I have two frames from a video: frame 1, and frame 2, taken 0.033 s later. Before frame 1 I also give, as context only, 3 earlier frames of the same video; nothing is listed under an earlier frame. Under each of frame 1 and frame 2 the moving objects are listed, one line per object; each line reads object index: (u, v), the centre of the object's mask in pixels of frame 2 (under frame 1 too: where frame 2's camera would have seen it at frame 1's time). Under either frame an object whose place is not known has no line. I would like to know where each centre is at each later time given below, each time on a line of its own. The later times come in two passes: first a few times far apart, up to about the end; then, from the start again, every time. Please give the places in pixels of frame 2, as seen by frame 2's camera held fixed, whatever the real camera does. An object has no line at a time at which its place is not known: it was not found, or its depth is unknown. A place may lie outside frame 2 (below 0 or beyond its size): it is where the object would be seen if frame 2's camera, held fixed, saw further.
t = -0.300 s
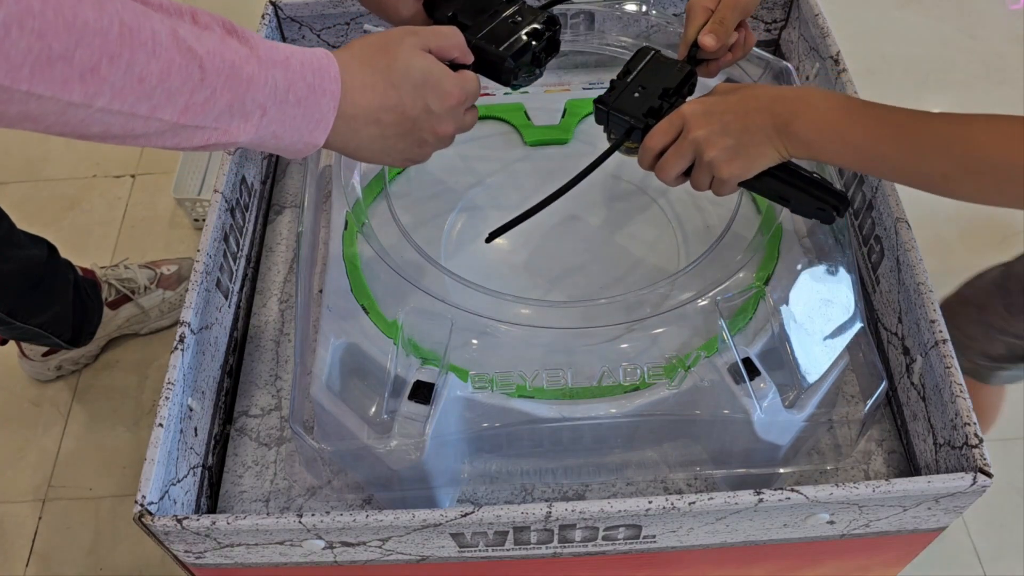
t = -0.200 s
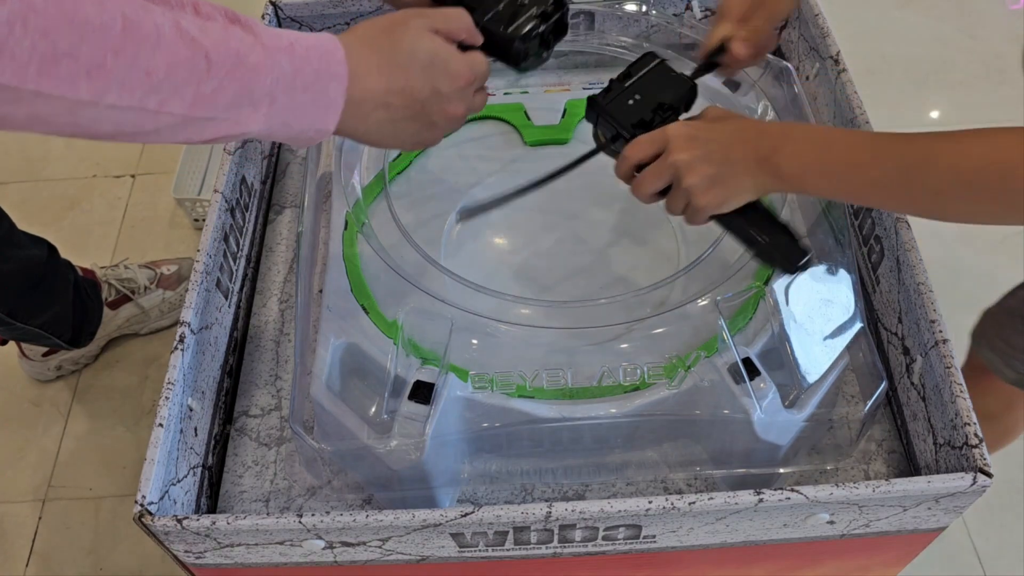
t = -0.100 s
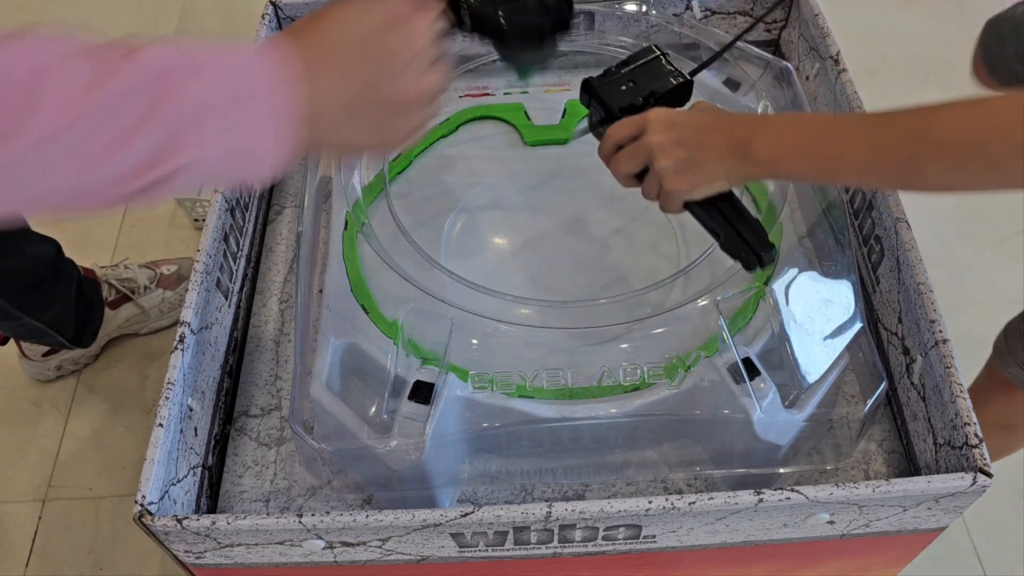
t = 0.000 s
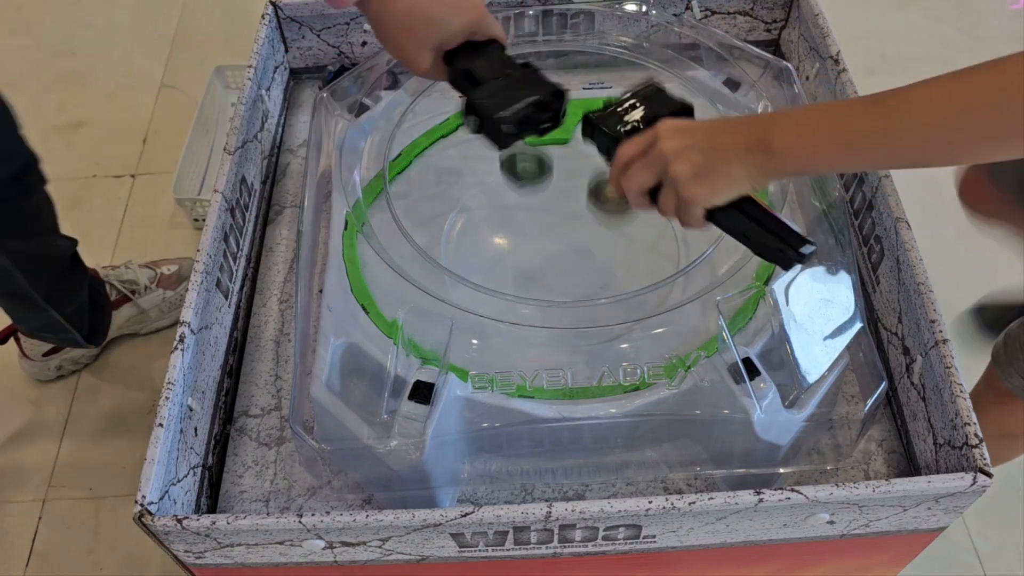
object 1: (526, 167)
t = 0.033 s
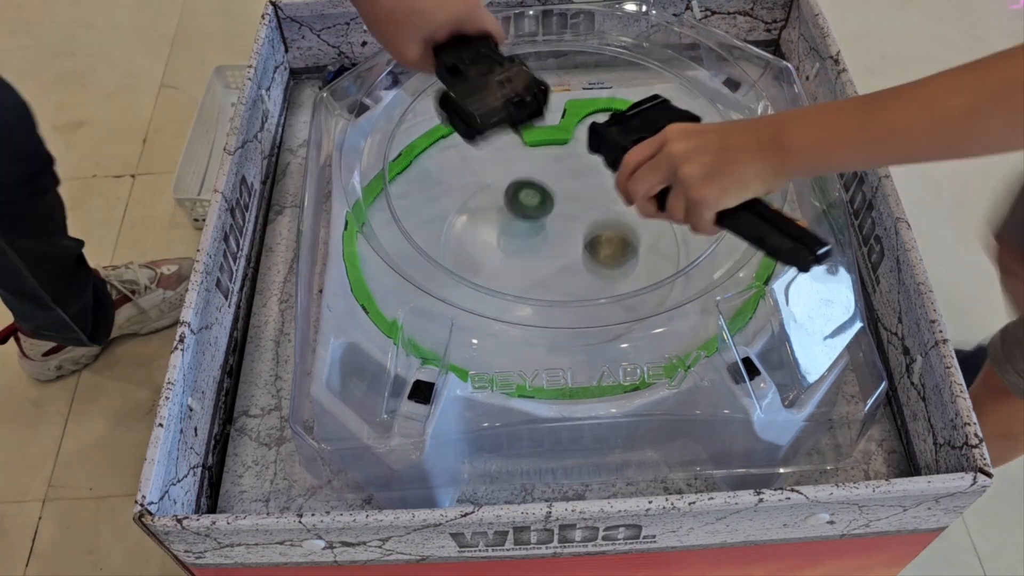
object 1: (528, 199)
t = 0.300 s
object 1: (618, 213)
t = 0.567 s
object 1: (638, 258)
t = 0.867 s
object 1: (699, 108)
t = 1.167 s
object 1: (579, 148)
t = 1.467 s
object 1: (524, 298)
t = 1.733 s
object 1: (613, 303)
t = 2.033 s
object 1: (624, 176)
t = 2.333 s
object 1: (480, 226)
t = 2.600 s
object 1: (536, 326)
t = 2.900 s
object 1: (668, 221)
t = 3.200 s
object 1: (625, 173)
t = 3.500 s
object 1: (664, 187)
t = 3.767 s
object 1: (549, 265)
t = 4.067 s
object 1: (501, 292)
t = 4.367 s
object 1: (624, 259)
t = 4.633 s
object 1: (569, 190)
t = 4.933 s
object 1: (464, 152)
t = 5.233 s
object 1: (449, 161)
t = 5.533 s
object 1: (430, 221)
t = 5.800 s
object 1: (489, 261)
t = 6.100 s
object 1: (655, 209)
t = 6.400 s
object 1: (562, 161)
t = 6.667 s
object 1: (477, 241)
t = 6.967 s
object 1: (635, 291)
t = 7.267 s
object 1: (622, 187)
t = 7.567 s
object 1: (508, 171)
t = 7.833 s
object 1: (529, 248)
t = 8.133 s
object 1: (605, 201)
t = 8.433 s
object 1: (545, 241)
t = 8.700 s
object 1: (548, 261)
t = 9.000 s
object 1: (610, 238)
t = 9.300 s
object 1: (558, 243)
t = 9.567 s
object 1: (597, 270)
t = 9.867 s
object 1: (604, 232)
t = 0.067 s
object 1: (540, 184)
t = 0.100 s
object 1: (552, 175)
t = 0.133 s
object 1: (564, 175)
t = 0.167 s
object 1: (577, 184)
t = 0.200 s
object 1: (588, 200)
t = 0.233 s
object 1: (598, 198)
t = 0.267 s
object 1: (608, 201)
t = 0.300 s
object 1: (618, 213)
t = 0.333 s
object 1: (624, 218)
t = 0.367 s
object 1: (629, 227)
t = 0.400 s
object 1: (630, 232)
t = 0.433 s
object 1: (631, 239)
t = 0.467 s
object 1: (628, 245)
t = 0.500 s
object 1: (624, 250)
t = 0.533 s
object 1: (618, 254)
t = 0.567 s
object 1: (638, 258)
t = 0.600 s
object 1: (686, 254)
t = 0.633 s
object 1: (725, 243)
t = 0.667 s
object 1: (769, 244)
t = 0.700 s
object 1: (780, 212)
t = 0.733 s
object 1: (778, 185)
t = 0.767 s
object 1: (758, 169)
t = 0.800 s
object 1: (739, 146)
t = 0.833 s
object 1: (718, 129)
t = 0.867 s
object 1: (699, 108)
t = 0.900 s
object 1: (685, 88)
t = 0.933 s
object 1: (669, 77)
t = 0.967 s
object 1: (655, 86)
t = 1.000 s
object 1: (643, 91)
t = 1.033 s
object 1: (630, 100)
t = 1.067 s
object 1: (616, 116)
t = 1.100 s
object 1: (604, 122)
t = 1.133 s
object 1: (591, 136)
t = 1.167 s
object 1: (579, 148)
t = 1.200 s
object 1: (567, 162)
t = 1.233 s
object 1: (556, 178)
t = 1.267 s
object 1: (545, 196)
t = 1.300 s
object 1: (536, 214)
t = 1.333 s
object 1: (529, 232)
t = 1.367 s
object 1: (524, 250)
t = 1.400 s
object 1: (522, 268)
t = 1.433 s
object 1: (523, 279)
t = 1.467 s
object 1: (524, 298)
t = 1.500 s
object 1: (529, 310)
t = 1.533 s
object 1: (538, 321)
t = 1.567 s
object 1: (547, 330)
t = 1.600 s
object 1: (559, 333)
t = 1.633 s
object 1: (571, 331)
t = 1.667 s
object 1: (585, 322)
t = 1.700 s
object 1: (599, 313)
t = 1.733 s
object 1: (613, 303)
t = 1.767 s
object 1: (625, 288)
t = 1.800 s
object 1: (636, 271)
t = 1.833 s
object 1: (648, 260)
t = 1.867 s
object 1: (656, 243)
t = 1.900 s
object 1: (662, 225)
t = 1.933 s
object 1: (666, 207)
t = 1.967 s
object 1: (656, 192)
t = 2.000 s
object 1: (642, 184)
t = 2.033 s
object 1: (624, 176)
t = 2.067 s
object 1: (606, 171)
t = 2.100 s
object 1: (588, 169)
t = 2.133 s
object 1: (569, 169)
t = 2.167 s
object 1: (552, 172)
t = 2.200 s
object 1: (535, 178)
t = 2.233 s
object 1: (519, 187)
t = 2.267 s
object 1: (503, 199)
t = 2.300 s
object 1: (490, 212)
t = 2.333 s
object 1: (480, 226)
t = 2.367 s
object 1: (472, 241)
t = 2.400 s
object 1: (469, 256)
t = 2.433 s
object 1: (468, 272)
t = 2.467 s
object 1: (472, 288)
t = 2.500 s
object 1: (480, 302)
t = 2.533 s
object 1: (494, 313)
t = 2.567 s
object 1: (512, 323)
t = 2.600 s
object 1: (536, 326)
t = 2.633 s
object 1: (561, 322)
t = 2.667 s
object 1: (586, 317)
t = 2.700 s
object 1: (611, 310)
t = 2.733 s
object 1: (635, 300)
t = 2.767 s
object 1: (651, 286)
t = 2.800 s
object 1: (658, 265)
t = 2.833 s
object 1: (669, 252)
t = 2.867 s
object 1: (671, 236)
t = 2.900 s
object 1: (668, 221)
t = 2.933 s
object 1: (666, 207)
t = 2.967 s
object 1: (662, 196)
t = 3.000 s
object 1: (654, 189)
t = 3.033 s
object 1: (650, 182)
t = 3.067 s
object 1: (642, 180)
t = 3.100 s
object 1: (631, 179)
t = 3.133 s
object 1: (617, 181)
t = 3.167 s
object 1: (609, 183)
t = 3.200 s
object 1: (625, 173)
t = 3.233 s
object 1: (637, 166)
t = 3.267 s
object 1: (646, 164)
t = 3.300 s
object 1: (653, 163)
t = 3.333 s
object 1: (658, 164)
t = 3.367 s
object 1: (663, 167)
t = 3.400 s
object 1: (666, 170)
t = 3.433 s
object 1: (667, 175)
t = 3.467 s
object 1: (666, 181)
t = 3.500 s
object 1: (664, 187)
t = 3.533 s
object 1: (659, 198)
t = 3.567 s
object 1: (651, 207)
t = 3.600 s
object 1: (639, 218)
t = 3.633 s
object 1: (623, 229)
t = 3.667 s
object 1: (606, 241)
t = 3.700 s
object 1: (586, 251)
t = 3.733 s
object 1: (567, 258)
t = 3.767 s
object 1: (549, 265)
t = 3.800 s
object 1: (532, 270)
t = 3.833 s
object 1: (517, 275)
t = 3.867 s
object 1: (506, 276)
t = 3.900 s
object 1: (498, 277)
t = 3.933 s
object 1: (490, 284)
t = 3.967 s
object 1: (488, 287)
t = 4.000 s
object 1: (489, 289)
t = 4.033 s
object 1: (493, 291)
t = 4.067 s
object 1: (501, 292)
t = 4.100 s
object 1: (511, 293)
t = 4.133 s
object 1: (524, 293)
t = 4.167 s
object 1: (539, 292)
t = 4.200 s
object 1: (555, 291)
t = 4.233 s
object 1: (572, 286)
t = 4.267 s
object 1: (589, 282)
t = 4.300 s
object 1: (604, 277)
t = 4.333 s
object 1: (616, 269)
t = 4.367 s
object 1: (624, 259)
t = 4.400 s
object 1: (628, 249)
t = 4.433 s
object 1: (629, 238)
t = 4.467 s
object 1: (627, 228)
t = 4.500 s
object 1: (621, 218)
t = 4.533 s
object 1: (611, 209)
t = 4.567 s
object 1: (599, 201)
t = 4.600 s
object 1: (585, 195)
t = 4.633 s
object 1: (569, 190)
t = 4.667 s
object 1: (552, 187)
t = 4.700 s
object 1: (534, 186)
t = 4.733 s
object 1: (517, 187)
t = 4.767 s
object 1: (499, 191)
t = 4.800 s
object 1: (486, 180)
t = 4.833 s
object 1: (476, 168)
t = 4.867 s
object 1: (472, 160)
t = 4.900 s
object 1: (467, 157)
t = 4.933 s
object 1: (464, 152)
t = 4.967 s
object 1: (462, 149)
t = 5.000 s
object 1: (461, 148)
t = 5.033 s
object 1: (460, 147)
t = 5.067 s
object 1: (458, 147)
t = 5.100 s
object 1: (457, 148)
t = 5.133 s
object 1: (455, 150)
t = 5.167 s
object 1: (453, 153)
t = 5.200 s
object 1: (451, 157)
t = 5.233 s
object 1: (449, 161)
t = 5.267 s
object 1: (447, 166)
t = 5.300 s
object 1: (445, 172)
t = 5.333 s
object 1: (442, 178)
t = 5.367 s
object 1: (439, 184)
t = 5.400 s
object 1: (436, 192)
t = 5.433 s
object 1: (434, 199)
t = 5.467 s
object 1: (432, 206)
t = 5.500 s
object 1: (431, 214)
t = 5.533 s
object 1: (430, 221)
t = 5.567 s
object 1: (431, 227)
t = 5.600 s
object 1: (433, 233)
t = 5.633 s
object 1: (437, 237)
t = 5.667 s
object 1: (441, 242)
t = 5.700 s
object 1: (447, 247)
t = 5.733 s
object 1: (458, 252)
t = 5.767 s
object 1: (471, 257)
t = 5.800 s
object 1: (489, 261)
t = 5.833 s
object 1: (510, 262)
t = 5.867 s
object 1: (534, 262)
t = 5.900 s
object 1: (557, 259)
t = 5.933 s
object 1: (581, 254)
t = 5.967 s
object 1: (603, 247)
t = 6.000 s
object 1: (622, 238)
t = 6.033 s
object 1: (636, 229)
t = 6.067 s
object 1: (648, 218)
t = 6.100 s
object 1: (655, 209)
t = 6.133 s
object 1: (658, 199)
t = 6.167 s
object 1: (657, 191)
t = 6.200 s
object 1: (652, 183)
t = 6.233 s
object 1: (642, 177)
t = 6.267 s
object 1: (630, 172)
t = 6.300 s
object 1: (616, 167)
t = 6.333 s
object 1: (600, 164)
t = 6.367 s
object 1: (582, 161)
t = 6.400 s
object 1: (562, 161)
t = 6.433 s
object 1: (543, 163)
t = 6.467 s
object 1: (525, 168)
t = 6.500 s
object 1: (509, 175)
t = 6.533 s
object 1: (495, 186)
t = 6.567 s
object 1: (484, 198)
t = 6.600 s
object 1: (477, 211)
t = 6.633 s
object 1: (475, 226)
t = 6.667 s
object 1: (477, 241)
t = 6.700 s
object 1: (483, 257)
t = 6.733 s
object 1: (495, 269)
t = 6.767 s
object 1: (511, 279)
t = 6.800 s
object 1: (528, 290)
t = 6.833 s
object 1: (548, 298)
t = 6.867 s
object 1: (570, 302)
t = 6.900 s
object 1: (594, 301)
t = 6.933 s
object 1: (616, 298)
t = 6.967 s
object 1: (635, 291)
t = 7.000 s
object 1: (651, 281)
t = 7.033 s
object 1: (663, 268)
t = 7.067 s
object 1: (670, 253)
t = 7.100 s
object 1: (674, 242)
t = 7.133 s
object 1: (670, 228)
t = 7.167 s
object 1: (661, 215)
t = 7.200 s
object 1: (651, 203)
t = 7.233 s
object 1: (637, 193)
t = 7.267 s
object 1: (622, 187)
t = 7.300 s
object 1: (605, 182)
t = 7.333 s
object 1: (587, 181)
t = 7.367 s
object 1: (569, 182)
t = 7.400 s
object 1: (550, 186)
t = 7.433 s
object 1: (533, 191)
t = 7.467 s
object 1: (525, 182)
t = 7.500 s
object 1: (518, 175)
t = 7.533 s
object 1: (513, 172)
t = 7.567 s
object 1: (508, 171)
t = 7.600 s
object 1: (505, 174)
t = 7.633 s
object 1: (503, 180)
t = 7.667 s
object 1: (503, 188)
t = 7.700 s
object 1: (504, 200)
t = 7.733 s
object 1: (507, 214)
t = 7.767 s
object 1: (511, 228)
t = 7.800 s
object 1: (519, 243)
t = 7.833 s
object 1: (529, 248)
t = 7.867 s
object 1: (541, 237)
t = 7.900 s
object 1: (552, 231)
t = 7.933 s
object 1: (563, 222)
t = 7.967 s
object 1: (575, 214)
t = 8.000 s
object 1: (584, 208)
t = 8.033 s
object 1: (592, 203)
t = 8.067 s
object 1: (599, 201)
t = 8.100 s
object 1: (603, 200)
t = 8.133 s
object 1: (605, 201)
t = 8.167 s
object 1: (604, 204)
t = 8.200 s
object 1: (601, 207)
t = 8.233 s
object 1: (596, 212)
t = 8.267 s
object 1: (588, 217)
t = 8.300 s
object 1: (580, 223)
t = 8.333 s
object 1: (570, 228)
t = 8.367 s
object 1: (561, 232)
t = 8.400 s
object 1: (552, 237)
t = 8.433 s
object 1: (545, 241)
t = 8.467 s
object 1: (538, 245)
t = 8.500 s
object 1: (534, 248)
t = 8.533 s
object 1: (531, 251)
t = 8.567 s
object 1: (531, 255)
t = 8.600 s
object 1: (532, 257)
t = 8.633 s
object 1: (536, 259)
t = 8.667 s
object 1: (541, 260)
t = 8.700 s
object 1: (548, 261)
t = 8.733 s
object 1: (555, 260)
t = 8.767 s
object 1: (563, 259)
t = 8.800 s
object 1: (573, 257)
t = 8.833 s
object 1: (582, 255)
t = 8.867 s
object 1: (590, 252)
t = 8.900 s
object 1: (598, 248)
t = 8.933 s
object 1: (604, 244)
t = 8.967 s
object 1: (608, 241)
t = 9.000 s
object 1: (610, 238)
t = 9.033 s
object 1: (609, 237)
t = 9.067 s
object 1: (605, 236)
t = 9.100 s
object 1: (600, 236)
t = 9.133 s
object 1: (593, 237)
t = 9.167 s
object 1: (585, 238)
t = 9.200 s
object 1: (576, 239)
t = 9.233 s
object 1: (569, 240)
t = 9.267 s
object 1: (563, 241)
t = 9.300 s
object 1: (558, 243)
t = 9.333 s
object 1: (554, 245)
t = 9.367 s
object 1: (551, 248)
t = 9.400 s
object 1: (550, 252)
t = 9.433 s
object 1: (549, 256)
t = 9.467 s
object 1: (551, 260)
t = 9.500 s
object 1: (567, 264)
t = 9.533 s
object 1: (583, 268)
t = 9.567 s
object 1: (597, 270)
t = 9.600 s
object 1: (609, 270)
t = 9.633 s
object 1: (617, 268)
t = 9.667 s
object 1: (624, 265)
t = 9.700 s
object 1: (627, 261)
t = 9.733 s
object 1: (628, 256)
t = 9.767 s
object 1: (626, 251)
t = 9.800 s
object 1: (621, 244)
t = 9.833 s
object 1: (614, 238)
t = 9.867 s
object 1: (604, 232)
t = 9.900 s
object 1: (592, 227)
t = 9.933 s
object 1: (581, 223)
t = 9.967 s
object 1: (573, 216)
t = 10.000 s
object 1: (568, 208)
